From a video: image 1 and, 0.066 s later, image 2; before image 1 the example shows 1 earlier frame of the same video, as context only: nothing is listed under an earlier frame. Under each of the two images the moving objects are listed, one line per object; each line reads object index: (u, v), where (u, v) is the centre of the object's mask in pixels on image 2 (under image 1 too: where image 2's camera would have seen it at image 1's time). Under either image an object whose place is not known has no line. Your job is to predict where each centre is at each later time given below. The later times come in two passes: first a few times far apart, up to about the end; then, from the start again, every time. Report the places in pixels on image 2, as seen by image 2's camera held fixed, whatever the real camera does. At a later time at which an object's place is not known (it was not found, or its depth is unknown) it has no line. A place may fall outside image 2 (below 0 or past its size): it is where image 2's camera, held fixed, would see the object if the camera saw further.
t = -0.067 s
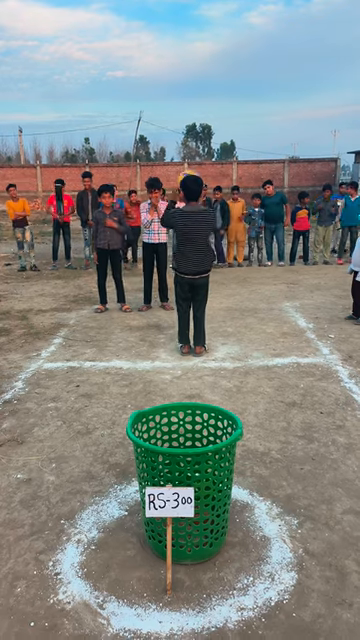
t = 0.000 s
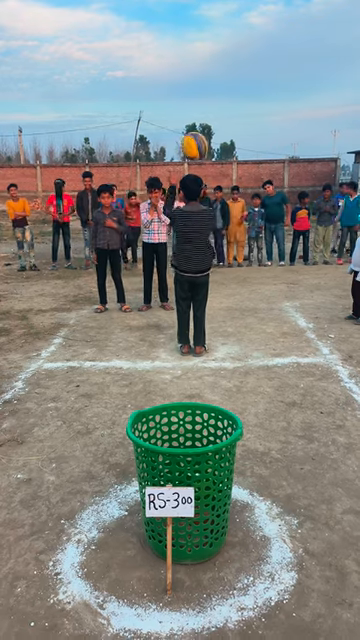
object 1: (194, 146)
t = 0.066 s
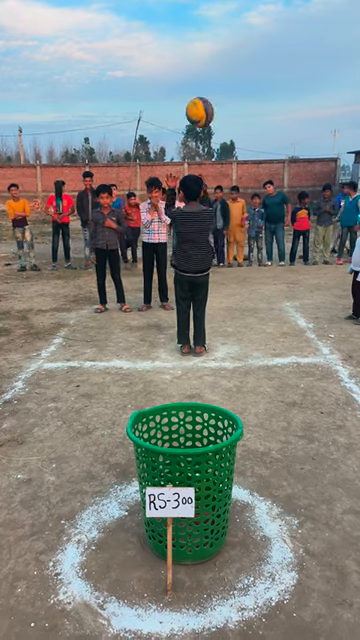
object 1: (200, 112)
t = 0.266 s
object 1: (217, 35)
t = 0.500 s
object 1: (241, 18)
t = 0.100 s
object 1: (202, 96)
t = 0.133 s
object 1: (205, 82)
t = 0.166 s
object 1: (208, 68)
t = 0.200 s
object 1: (211, 56)
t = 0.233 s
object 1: (214, 45)
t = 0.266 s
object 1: (217, 35)
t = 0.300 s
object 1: (220, 27)
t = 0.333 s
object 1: (223, 20)
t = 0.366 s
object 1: (226, 17)
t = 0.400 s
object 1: (230, 15)
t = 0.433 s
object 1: (233, 15)
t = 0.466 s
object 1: (237, 16)
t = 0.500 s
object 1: (241, 18)
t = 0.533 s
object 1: (245, 22)
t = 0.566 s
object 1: (249, 30)
